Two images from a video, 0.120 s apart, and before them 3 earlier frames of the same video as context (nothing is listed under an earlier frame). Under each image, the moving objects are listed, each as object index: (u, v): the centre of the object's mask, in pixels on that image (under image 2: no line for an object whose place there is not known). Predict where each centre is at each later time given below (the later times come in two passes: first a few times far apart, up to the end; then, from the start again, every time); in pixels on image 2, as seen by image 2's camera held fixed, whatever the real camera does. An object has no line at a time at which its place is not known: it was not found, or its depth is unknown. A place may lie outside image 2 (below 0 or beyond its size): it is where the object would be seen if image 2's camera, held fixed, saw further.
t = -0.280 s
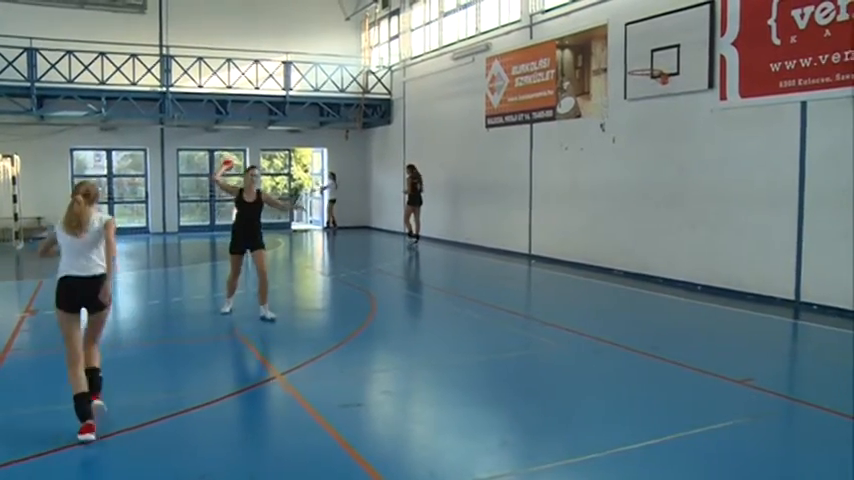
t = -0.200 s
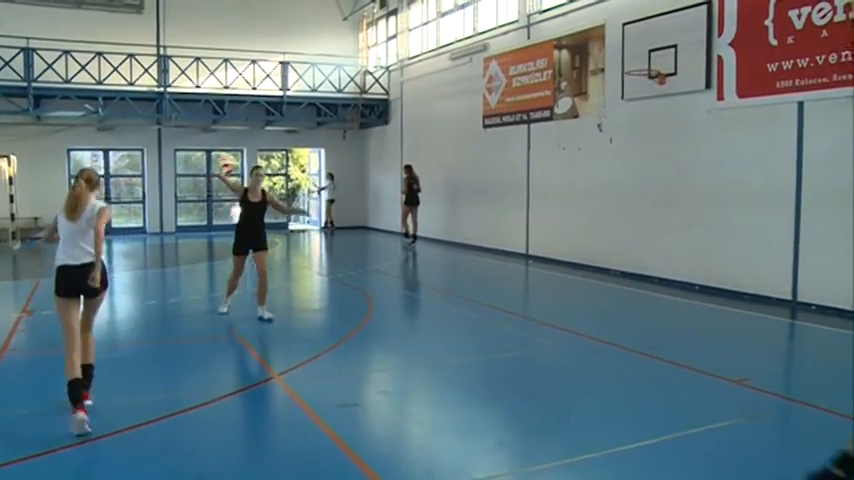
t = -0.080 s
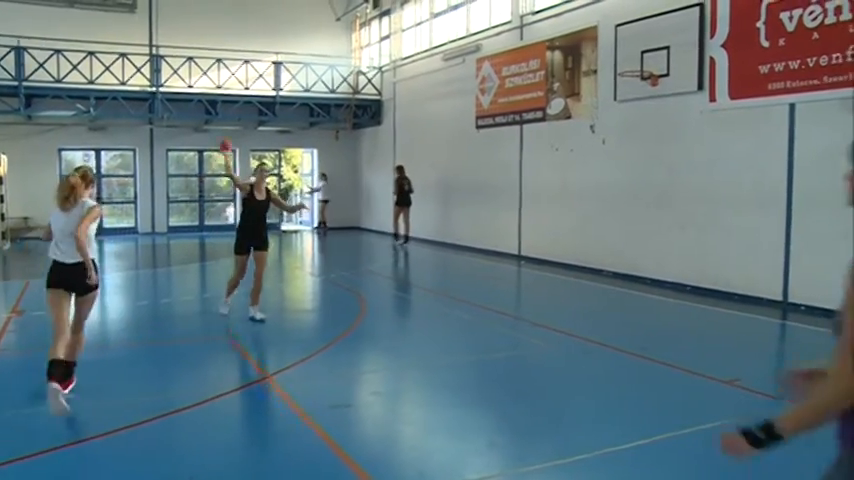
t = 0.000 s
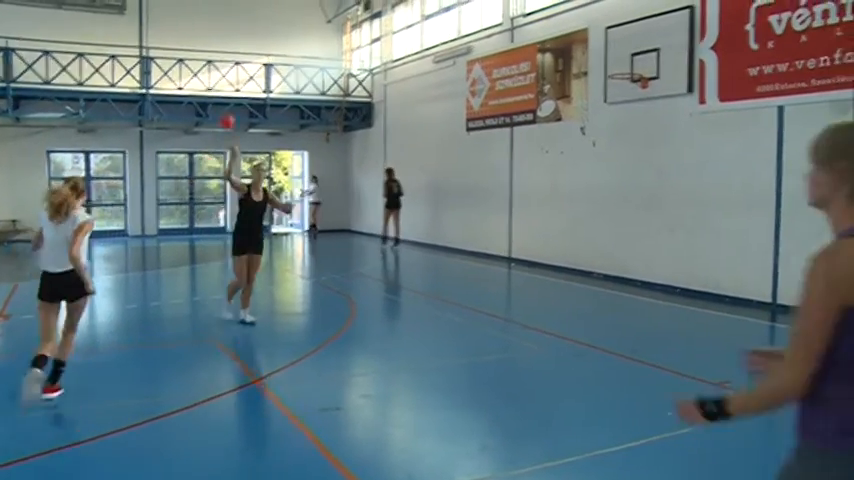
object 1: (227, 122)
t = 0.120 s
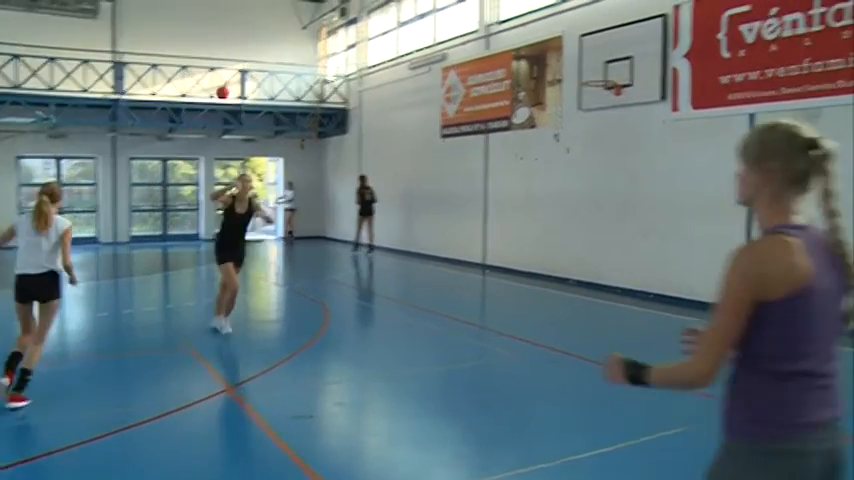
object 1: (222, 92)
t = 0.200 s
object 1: (241, 75)
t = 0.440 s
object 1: (319, 57)
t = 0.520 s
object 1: (362, 74)
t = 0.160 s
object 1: (231, 83)
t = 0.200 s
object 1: (241, 75)
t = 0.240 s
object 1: (251, 67)
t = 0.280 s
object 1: (262, 61)
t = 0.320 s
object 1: (274, 57)
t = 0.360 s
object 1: (288, 55)
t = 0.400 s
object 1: (303, 54)
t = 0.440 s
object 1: (319, 57)
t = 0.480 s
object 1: (338, 63)
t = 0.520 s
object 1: (362, 74)
